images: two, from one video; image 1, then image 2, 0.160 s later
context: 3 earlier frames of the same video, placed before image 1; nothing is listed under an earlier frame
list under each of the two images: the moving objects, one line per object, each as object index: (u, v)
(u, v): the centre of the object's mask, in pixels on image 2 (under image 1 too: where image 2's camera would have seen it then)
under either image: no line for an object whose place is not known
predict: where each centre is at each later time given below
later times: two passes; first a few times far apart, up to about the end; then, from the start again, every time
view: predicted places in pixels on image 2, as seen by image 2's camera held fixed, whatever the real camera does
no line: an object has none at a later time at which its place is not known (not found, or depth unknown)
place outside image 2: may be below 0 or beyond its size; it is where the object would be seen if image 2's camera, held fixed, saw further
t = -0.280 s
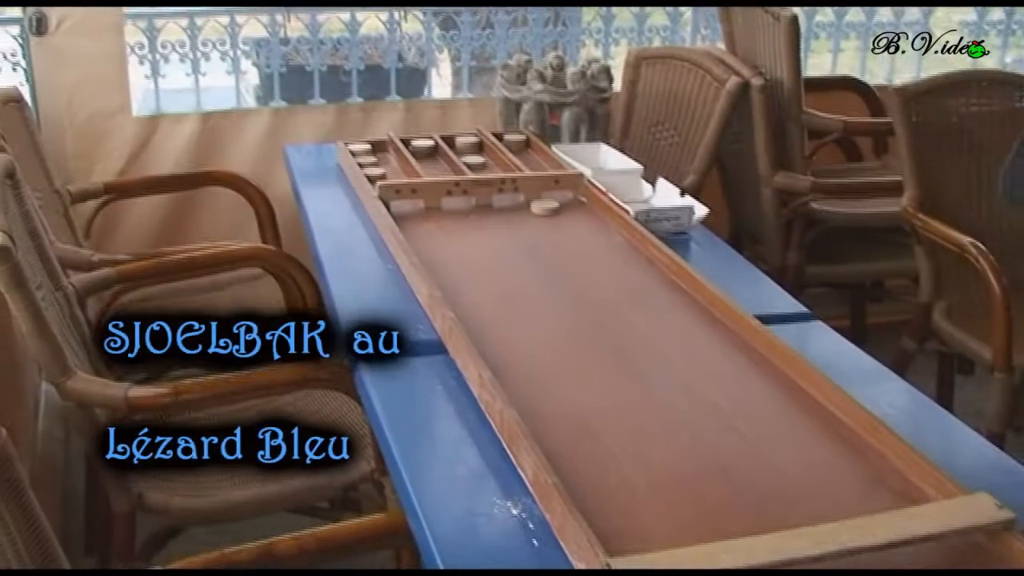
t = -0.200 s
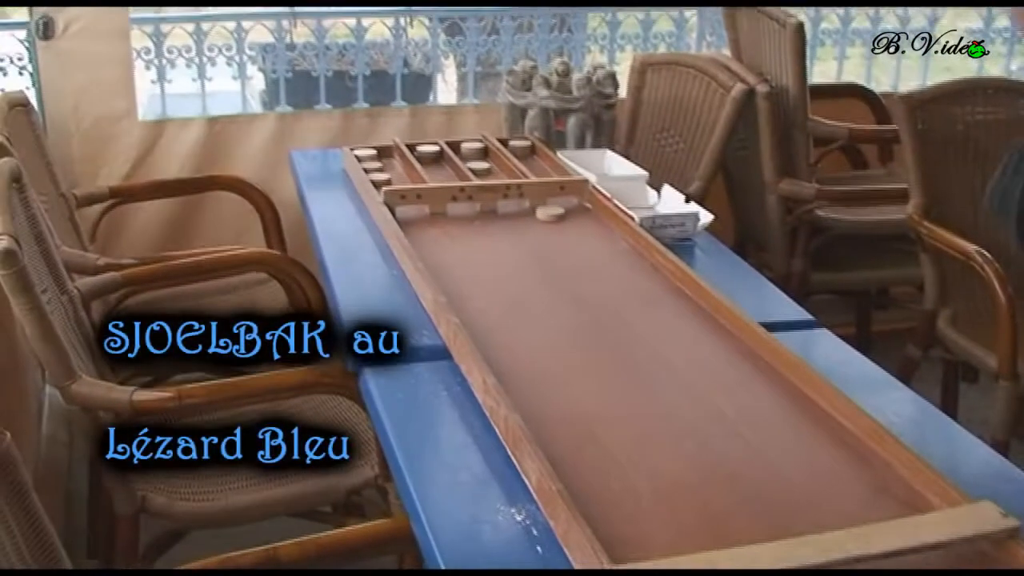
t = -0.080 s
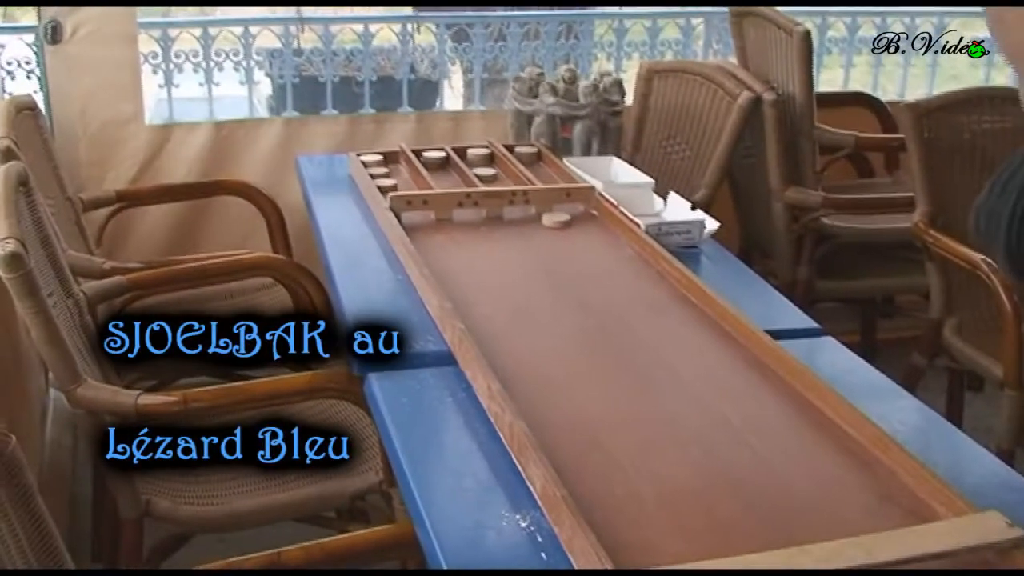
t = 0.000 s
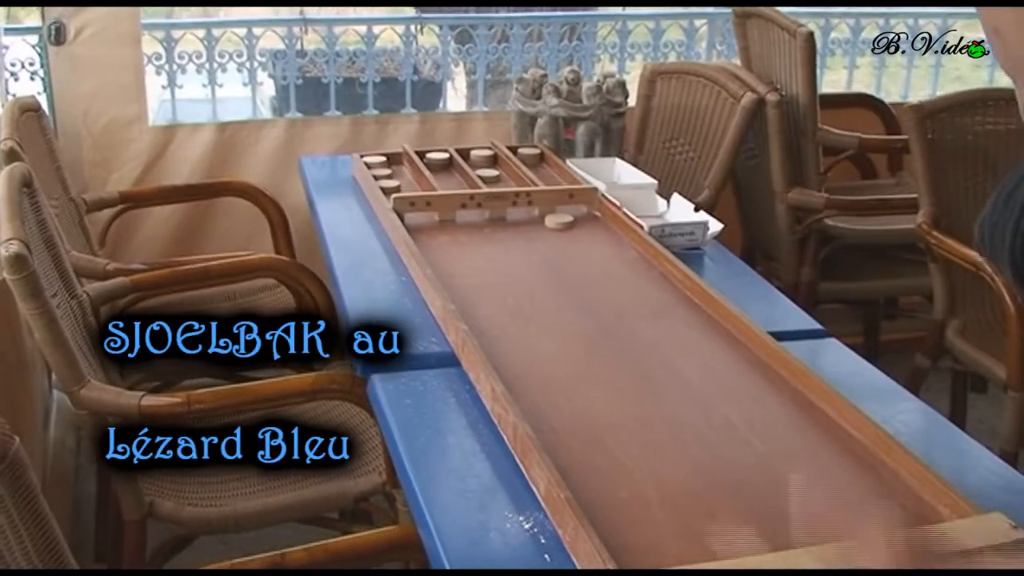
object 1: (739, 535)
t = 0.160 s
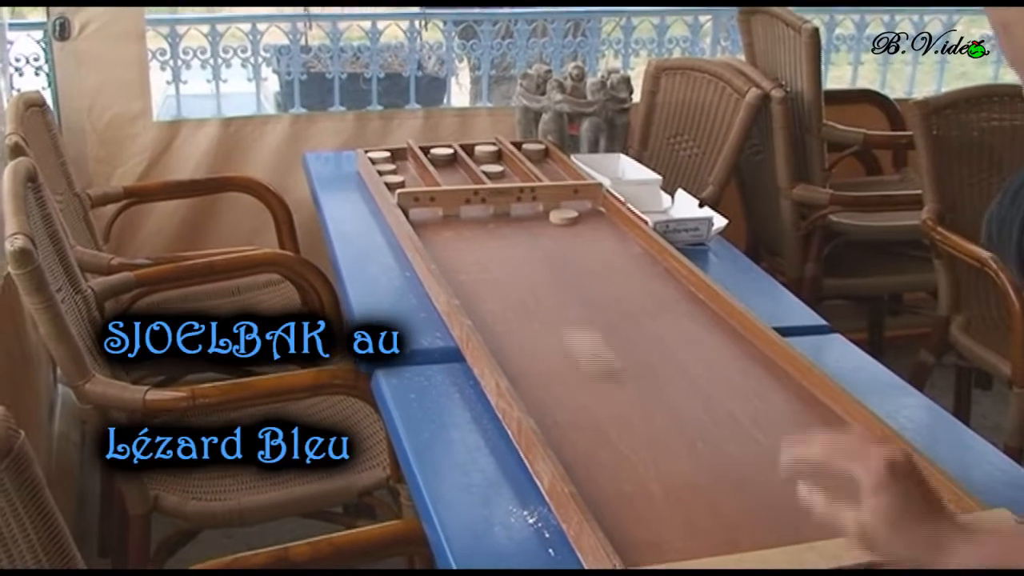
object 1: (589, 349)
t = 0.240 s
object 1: (538, 284)
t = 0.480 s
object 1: (469, 209)
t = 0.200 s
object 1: (562, 315)
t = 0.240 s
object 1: (538, 284)
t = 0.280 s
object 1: (519, 258)
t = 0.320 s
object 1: (504, 240)
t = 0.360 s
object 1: (491, 223)
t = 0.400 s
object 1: (484, 215)
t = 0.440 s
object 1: (476, 209)
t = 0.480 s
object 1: (469, 209)
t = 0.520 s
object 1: (466, 208)
